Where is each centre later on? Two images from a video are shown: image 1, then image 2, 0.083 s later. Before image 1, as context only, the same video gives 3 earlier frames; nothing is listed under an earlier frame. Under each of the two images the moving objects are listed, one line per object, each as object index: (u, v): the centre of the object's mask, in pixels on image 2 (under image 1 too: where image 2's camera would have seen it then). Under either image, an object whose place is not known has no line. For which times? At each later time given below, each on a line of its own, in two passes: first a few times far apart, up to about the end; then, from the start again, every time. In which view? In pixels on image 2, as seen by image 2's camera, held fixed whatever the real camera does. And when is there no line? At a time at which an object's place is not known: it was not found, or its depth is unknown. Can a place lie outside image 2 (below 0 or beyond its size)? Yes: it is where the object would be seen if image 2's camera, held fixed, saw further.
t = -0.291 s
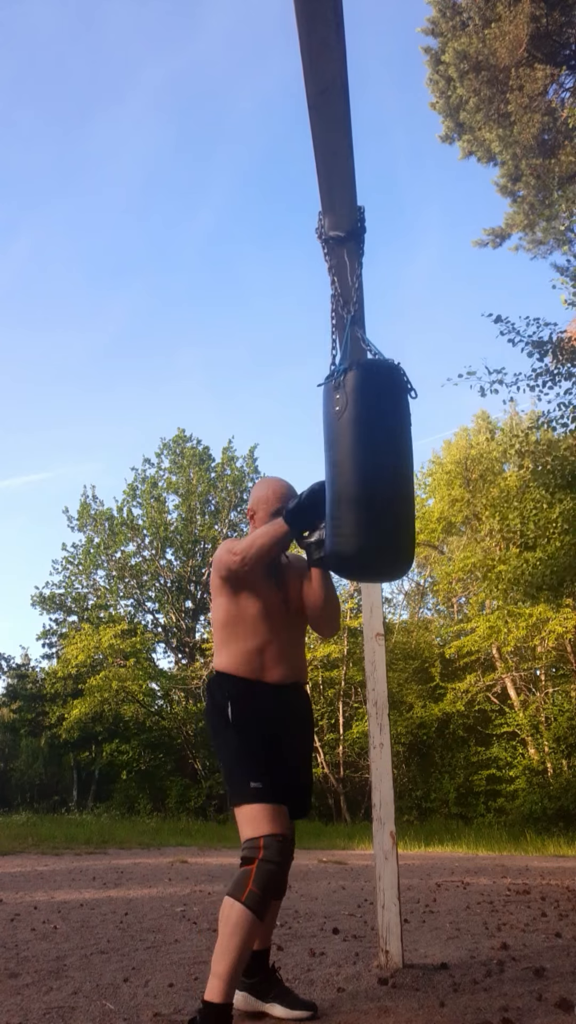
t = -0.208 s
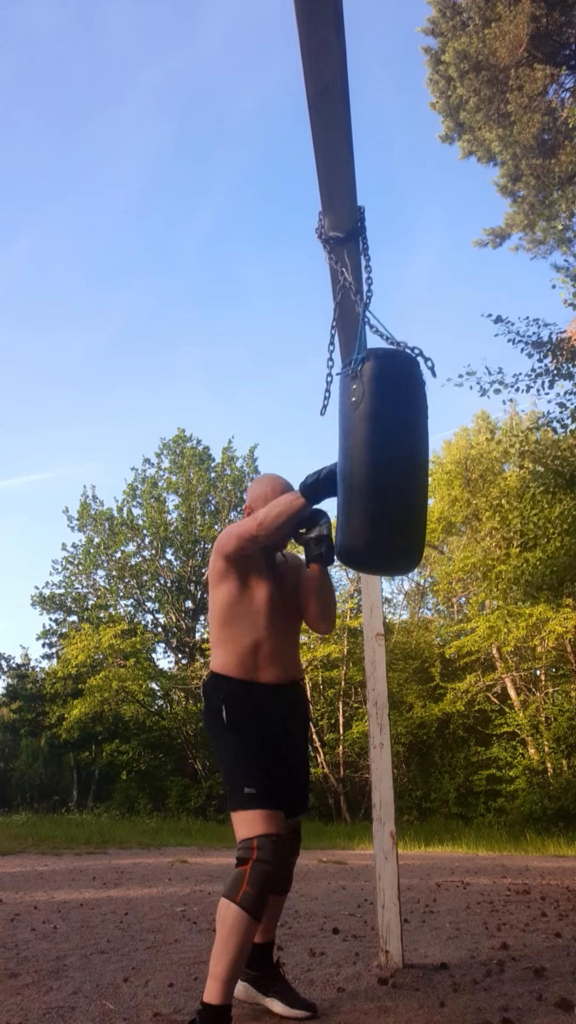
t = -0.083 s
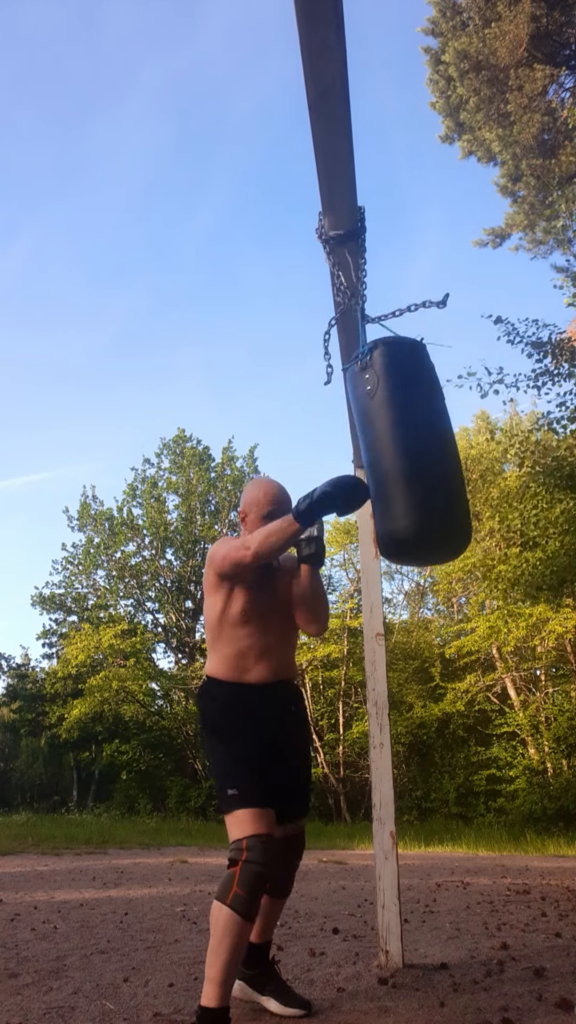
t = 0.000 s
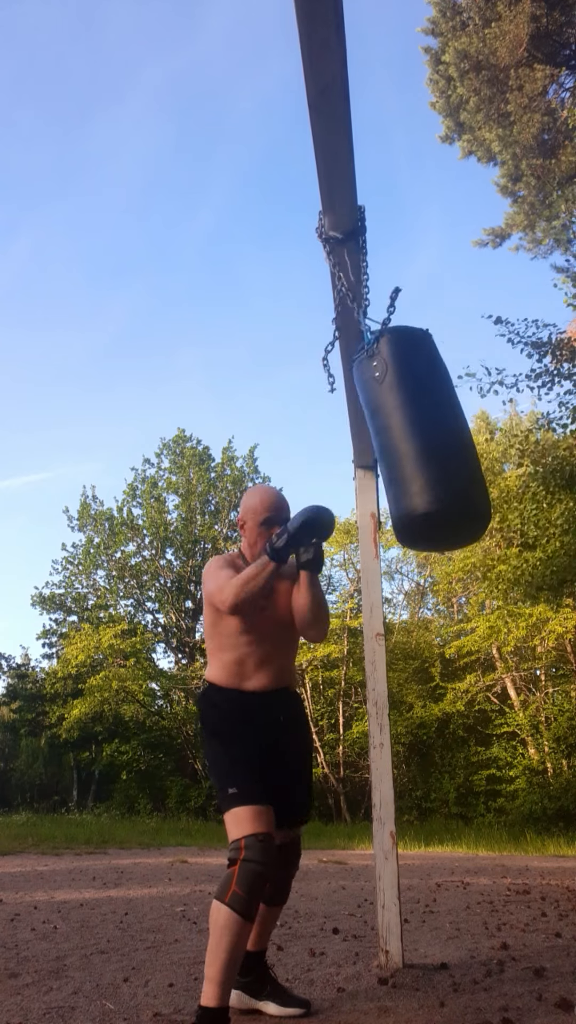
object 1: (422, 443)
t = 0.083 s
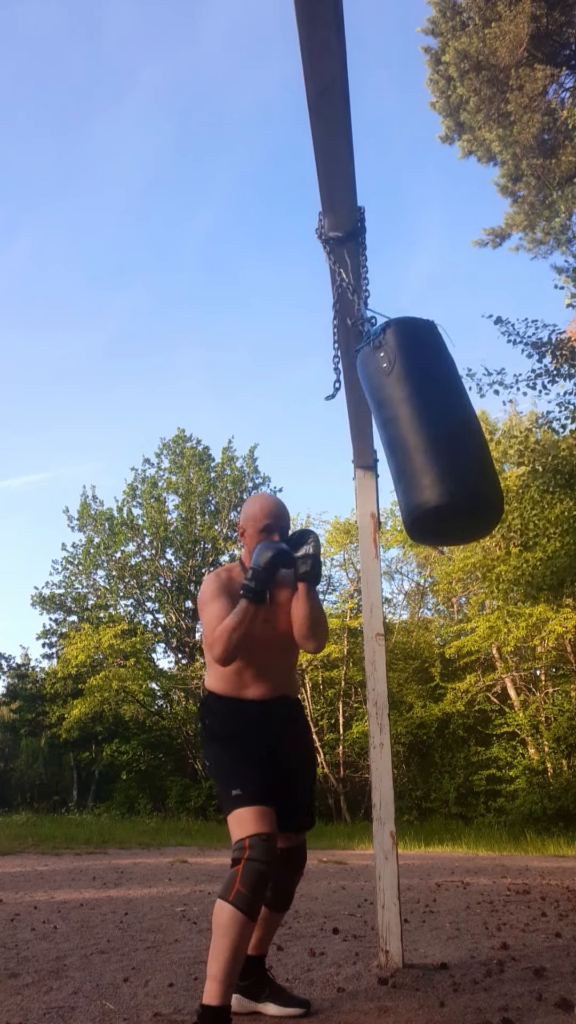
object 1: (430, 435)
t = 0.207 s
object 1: (427, 429)
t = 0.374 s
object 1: (399, 441)
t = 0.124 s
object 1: (431, 431)
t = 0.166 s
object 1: (429, 429)
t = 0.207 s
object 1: (427, 429)
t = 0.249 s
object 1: (422, 432)
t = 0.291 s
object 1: (415, 434)
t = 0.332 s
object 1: (408, 437)
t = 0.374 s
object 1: (399, 441)
